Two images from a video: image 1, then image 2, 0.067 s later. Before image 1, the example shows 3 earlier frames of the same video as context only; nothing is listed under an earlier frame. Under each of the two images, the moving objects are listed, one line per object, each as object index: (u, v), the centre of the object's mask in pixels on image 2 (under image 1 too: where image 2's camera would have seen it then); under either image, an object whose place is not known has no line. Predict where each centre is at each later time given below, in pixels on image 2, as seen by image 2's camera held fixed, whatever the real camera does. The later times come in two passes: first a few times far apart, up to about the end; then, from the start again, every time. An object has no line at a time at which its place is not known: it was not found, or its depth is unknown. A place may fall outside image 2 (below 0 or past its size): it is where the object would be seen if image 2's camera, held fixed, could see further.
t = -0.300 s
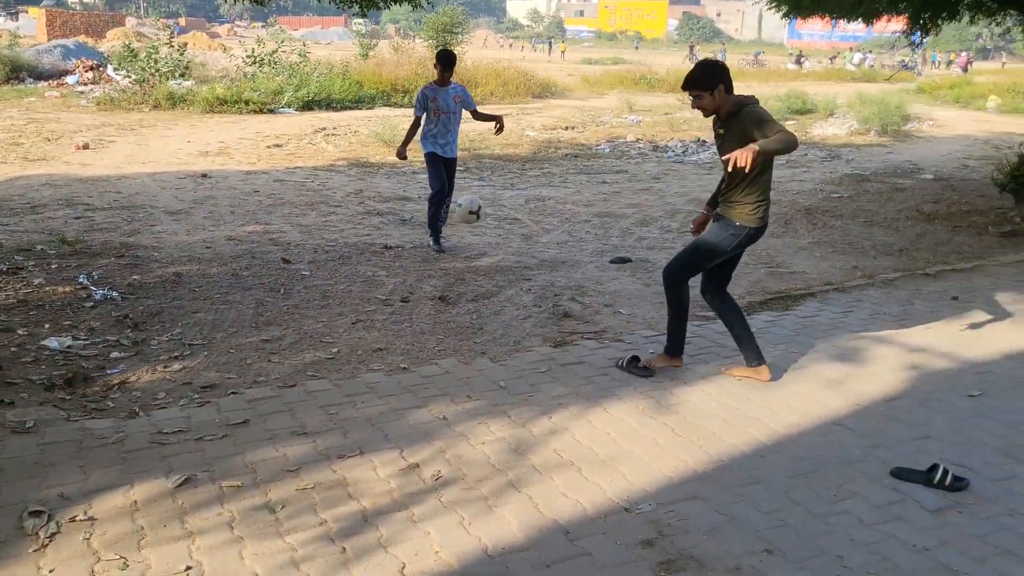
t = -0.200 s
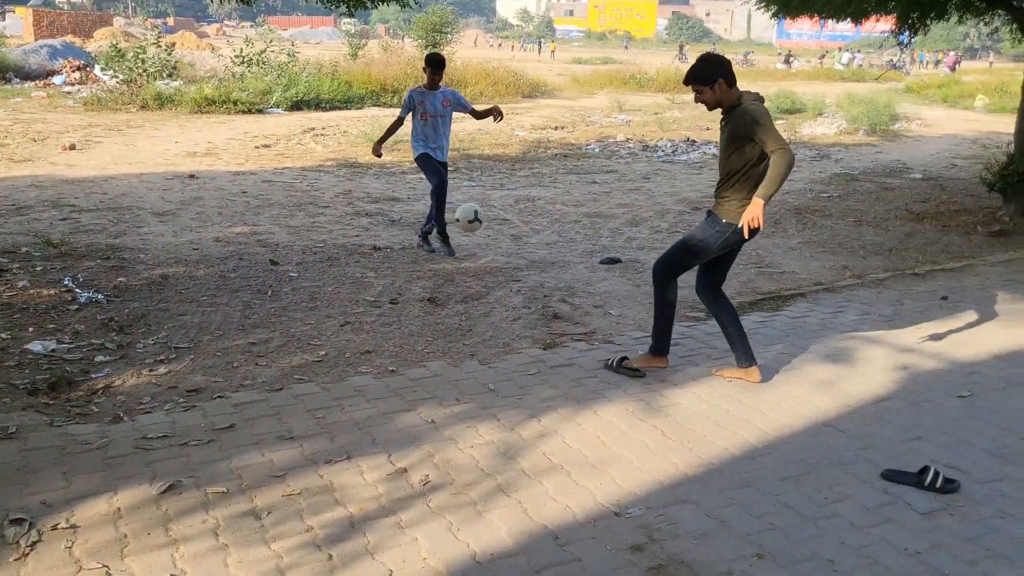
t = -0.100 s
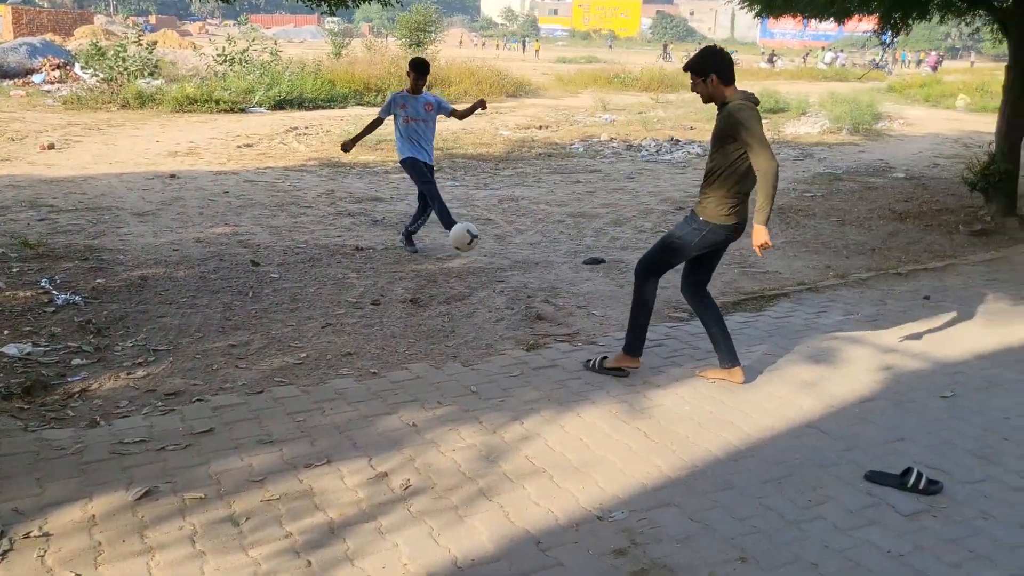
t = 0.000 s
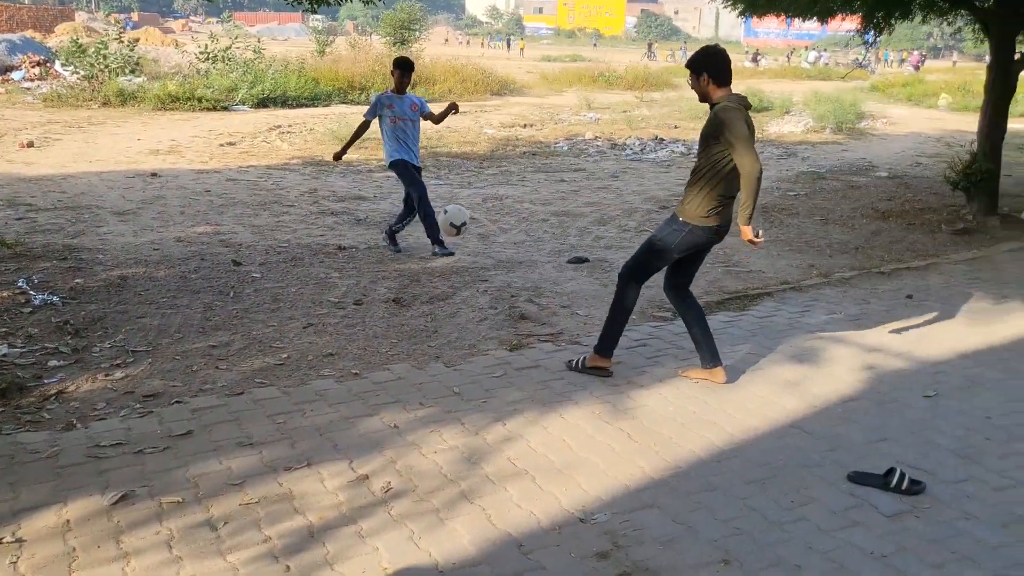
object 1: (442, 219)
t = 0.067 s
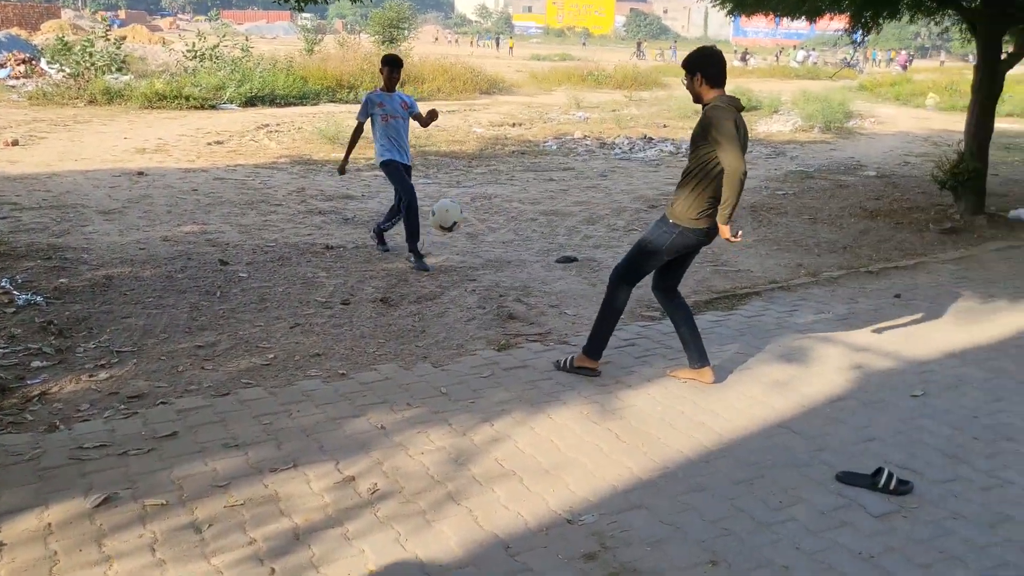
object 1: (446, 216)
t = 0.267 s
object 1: (460, 247)
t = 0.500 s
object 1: (479, 356)
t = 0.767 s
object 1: (497, 365)
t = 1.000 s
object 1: (518, 453)
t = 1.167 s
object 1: (544, 506)
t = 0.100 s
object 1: (448, 216)
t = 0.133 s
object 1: (451, 218)
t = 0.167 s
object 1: (453, 222)
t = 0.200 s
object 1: (456, 228)
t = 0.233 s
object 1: (458, 236)
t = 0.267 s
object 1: (460, 247)
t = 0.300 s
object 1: (463, 260)
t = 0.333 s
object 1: (465, 274)
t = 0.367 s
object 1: (469, 293)
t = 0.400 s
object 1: (472, 314)
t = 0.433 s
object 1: (474, 338)
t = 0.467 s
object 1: (477, 363)
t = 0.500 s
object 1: (479, 356)
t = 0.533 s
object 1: (482, 350)
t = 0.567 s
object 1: (484, 346)
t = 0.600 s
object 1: (486, 343)
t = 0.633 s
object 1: (488, 342)
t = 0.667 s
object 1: (490, 344)
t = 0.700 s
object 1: (493, 348)
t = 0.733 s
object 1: (495, 355)
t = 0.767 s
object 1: (497, 365)
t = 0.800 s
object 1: (500, 378)
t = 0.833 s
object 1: (502, 394)
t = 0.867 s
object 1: (504, 413)
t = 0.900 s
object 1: (506, 436)
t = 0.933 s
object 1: (509, 454)
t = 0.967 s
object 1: (514, 452)
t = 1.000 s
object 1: (518, 453)
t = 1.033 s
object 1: (523, 456)
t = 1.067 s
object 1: (528, 463)
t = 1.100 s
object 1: (533, 474)
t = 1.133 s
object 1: (539, 488)
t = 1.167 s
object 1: (544, 506)
